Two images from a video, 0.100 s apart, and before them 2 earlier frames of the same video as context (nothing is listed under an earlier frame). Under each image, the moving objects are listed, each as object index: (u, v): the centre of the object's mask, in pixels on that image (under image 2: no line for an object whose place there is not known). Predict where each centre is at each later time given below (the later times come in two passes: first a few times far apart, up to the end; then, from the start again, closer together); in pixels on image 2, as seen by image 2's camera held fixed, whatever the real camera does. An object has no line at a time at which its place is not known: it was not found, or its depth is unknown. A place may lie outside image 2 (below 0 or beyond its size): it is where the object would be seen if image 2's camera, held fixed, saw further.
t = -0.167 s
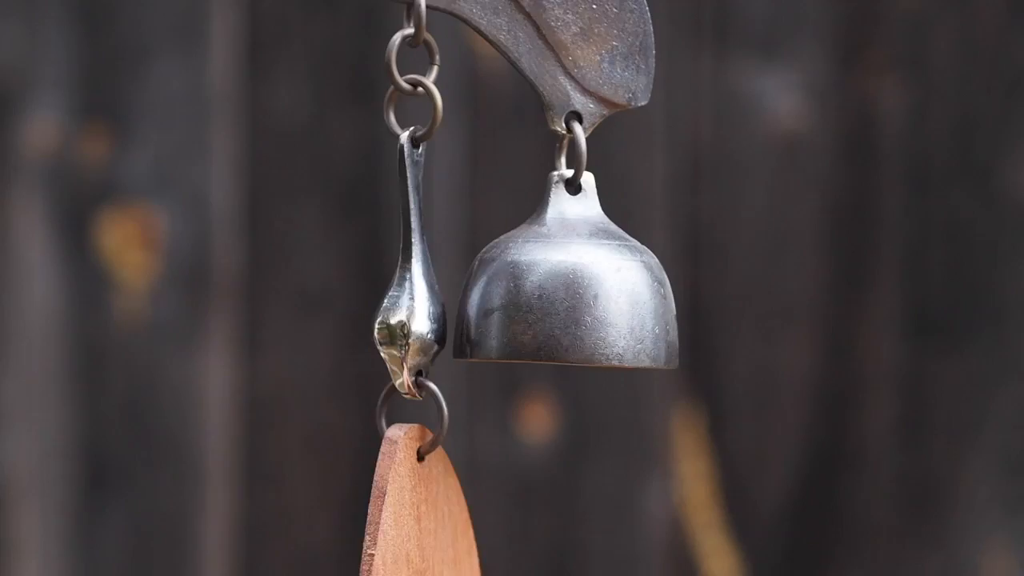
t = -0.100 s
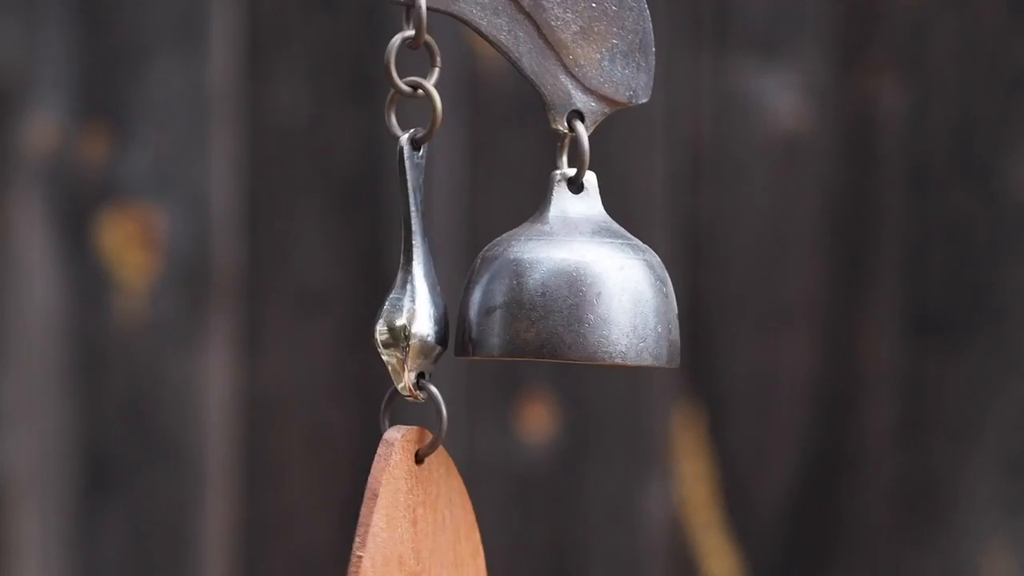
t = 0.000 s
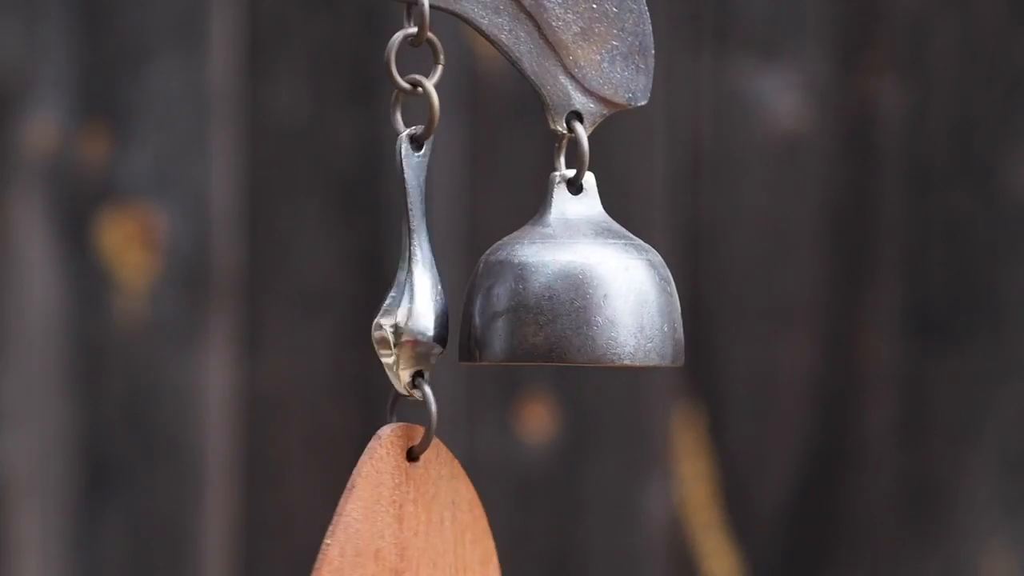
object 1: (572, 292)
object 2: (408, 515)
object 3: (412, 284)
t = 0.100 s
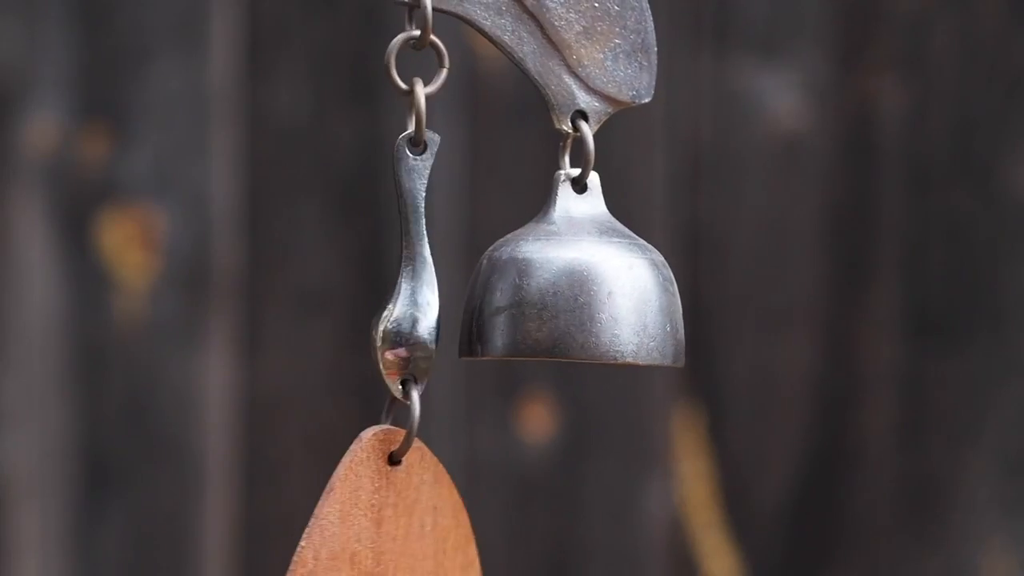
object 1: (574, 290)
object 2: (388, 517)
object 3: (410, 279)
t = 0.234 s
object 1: (573, 291)
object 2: (348, 517)
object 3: (383, 280)
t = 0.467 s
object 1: (549, 291)
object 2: (377, 515)
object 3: (395, 275)
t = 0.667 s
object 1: (555, 291)
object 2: (402, 516)
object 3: (384, 277)
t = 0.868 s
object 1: (570, 292)
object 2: (404, 517)
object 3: (408, 276)
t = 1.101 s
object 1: (587, 290)
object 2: (352, 517)
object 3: (388, 278)
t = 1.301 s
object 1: (563, 290)
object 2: (386, 517)
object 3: (398, 279)
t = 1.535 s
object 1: (551, 290)
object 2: (407, 516)
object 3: (386, 280)
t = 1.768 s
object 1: (563, 289)
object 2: (414, 517)
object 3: (411, 278)
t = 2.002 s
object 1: (587, 291)
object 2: (413, 518)
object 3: (416, 278)
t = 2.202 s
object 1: (580, 291)
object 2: (425, 518)
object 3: (430, 278)
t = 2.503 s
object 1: (557, 291)
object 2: (412, 517)
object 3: (403, 279)
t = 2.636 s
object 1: (554, 291)
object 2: (406, 517)
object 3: (396, 278)
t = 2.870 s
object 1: (564, 291)
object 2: (415, 518)
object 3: (407, 279)
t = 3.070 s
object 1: (580, 290)
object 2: (394, 519)
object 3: (401, 280)
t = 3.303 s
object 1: (579, 289)
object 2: (385, 518)
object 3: (394, 281)
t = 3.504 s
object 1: (556, 291)
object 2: (427, 516)
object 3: (413, 275)
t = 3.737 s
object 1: (565, 292)
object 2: (390, 516)
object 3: (386, 277)
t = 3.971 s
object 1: (569, 291)
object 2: (396, 518)
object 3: (406, 281)
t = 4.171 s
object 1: (574, 290)
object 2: (388, 518)
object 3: (398, 281)
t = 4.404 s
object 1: (570, 291)
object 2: (379, 517)
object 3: (385, 278)
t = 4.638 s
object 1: (555, 290)
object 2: (407, 517)
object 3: (401, 277)
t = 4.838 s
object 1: (559, 291)
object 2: (422, 516)
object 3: (403, 276)
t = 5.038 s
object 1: (575, 291)
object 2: (412, 516)
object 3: (422, 280)
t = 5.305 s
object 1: (584, 290)
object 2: (449, 516)
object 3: (429, 278)
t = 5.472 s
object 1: (578, 291)
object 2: (454, 515)
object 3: (434, 275)
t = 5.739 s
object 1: (572, 290)
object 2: (384, 518)
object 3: (387, 279)
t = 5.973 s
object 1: (552, 291)
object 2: (412, 516)
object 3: (405, 273)
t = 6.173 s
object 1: (560, 291)
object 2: (419, 515)
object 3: (399, 281)
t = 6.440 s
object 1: (581, 291)
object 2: (421, 514)
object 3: (419, 286)
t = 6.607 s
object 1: (586, 291)
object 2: (458, 515)
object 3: (431, 288)
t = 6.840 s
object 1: (581, 290)
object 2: (420, 516)
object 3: (416, 288)
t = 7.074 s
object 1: (563, 291)
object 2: (400, 516)
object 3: (399, 282)
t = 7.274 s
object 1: (552, 291)
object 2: (421, 515)
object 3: (403, 281)
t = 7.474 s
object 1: (560, 291)
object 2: (407, 515)
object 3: (402, 283)
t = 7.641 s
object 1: (575, 291)
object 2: (408, 515)
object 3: (411, 284)
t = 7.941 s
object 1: (584, 290)
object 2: (460, 516)
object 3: (436, 285)
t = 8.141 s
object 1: (580, 291)
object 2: (427, 517)
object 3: (419, 287)
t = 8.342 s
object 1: (567, 291)
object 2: (395, 516)
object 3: (399, 282)
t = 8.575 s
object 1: (553, 291)
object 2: (419, 515)
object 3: (402, 280)
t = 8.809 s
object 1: (563, 291)
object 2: (407, 515)
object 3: (402, 282)
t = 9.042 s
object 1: (584, 289)
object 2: (402, 517)
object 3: (418, 284)
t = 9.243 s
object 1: (588, 289)
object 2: (371, 517)
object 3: (402, 280)
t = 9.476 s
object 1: (556, 292)
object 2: (401, 515)
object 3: (401, 274)
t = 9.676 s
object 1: (555, 292)
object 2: (416, 514)
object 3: (389, 275)
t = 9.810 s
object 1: (558, 291)
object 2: (375, 513)
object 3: (398, 275)
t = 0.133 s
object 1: (576, 289)
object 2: (381, 518)
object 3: (406, 281)
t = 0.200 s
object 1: (576, 291)
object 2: (360, 518)
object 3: (392, 281)
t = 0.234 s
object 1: (573, 291)
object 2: (348, 517)
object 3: (383, 280)
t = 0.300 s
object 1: (572, 291)
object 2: (338, 516)
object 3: (373, 278)
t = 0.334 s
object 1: (570, 290)
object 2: (341, 516)
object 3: (373, 277)
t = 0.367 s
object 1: (567, 291)
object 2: (347, 516)
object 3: (377, 275)
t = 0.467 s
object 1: (549, 291)
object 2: (377, 515)
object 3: (395, 275)
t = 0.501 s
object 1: (549, 290)
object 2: (393, 516)
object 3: (404, 274)
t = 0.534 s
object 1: (550, 291)
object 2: (402, 516)
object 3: (401, 274)
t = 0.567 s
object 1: (552, 292)
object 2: (405, 515)
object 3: (396, 273)
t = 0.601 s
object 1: (554, 292)
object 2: (407, 515)
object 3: (393, 273)
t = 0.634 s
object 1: (554, 292)
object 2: (405, 515)
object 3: (387, 274)
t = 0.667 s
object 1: (555, 291)
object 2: (402, 516)
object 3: (384, 277)
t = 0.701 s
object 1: (557, 290)
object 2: (396, 516)
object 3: (386, 278)
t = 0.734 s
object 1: (559, 289)
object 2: (395, 517)
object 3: (389, 279)
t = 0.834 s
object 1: (568, 292)
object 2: (403, 517)
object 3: (405, 278)
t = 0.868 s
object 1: (570, 292)
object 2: (404, 517)
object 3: (408, 276)
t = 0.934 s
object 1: (579, 291)
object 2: (398, 517)
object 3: (420, 278)
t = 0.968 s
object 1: (581, 290)
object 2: (390, 518)
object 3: (421, 281)
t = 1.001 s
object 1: (583, 289)
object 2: (382, 519)
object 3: (417, 283)
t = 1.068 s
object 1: (585, 289)
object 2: (360, 518)
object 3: (398, 282)
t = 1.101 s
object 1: (587, 290)
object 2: (352, 517)
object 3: (388, 278)
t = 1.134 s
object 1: (586, 291)
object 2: (347, 517)
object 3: (379, 277)
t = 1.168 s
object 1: (585, 291)
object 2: (347, 517)
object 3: (377, 277)
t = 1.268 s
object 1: (571, 290)
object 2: (373, 518)
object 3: (389, 279)
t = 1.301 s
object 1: (563, 290)
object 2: (386, 517)
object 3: (398, 279)
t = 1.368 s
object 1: (550, 291)
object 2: (414, 515)
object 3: (406, 273)
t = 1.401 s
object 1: (549, 292)
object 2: (418, 514)
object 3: (402, 273)
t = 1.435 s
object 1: (549, 292)
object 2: (414, 514)
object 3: (395, 276)
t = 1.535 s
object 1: (551, 290)
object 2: (407, 516)
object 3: (386, 280)
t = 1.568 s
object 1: (552, 290)
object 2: (405, 516)
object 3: (387, 281)
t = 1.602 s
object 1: (554, 290)
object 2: (408, 516)
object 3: (389, 280)
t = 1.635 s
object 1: (555, 292)
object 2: (409, 515)
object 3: (393, 277)
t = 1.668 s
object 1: (557, 292)
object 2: (408, 515)
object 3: (398, 275)
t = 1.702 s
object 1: (558, 292)
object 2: (412, 515)
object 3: (402, 274)
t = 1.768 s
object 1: (563, 289)
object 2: (414, 517)
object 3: (411, 278)
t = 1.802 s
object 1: (567, 289)
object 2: (417, 518)
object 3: (414, 279)
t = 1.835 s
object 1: (572, 289)
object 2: (418, 518)
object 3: (418, 279)
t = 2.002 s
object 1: (587, 291)
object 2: (413, 518)
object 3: (416, 278)
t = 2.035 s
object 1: (586, 291)
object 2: (415, 518)
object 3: (418, 277)
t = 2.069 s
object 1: (587, 291)
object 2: (417, 518)
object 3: (425, 277)
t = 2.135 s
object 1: (584, 289)
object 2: (424, 519)
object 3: (430, 280)
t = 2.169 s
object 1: (582, 289)
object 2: (424, 519)
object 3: (430, 279)
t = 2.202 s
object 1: (580, 291)
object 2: (425, 518)
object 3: (430, 278)
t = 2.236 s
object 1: (577, 292)
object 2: (425, 518)
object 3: (427, 277)
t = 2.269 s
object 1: (575, 292)
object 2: (424, 518)
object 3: (424, 275)
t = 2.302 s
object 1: (572, 292)
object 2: (422, 517)
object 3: (419, 275)
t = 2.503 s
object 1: (557, 291)
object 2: (412, 517)
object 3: (403, 279)
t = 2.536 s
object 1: (557, 291)
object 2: (412, 517)
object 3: (402, 279)
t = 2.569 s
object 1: (556, 291)
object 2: (411, 517)
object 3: (400, 279)
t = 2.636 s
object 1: (554, 291)
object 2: (406, 517)
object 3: (396, 278)
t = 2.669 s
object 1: (555, 291)
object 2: (405, 517)
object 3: (395, 278)
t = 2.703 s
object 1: (555, 290)
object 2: (405, 517)
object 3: (395, 278)
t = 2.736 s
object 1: (556, 291)
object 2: (407, 517)
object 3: (396, 278)
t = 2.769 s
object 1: (558, 291)
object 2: (409, 517)
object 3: (398, 278)
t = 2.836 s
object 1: (562, 292)
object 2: (414, 517)
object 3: (405, 278)
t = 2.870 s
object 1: (564, 291)
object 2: (415, 518)
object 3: (407, 279)
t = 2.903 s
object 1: (567, 290)
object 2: (414, 518)
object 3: (407, 280)
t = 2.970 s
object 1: (572, 289)
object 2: (405, 519)
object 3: (406, 280)
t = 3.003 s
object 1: (574, 290)
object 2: (401, 519)
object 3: (404, 280)
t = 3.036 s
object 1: (577, 290)
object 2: (397, 518)
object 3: (403, 280)
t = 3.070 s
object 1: (580, 290)
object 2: (394, 519)
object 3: (401, 280)
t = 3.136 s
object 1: (583, 290)
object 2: (386, 519)
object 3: (399, 281)
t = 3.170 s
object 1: (584, 290)
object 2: (383, 519)
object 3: (399, 281)
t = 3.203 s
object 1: (583, 290)
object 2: (380, 519)
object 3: (398, 282)
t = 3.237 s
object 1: (582, 289)
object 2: (379, 519)
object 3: (396, 282)
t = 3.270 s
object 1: (582, 289)
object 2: (381, 519)
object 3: (395, 282)
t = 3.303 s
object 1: (579, 289)
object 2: (385, 518)
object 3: (394, 281)
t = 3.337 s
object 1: (574, 291)
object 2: (390, 517)
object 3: (394, 279)
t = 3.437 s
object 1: (561, 291)
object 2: (421, 516)
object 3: (407, 276)
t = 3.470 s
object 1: (557, 291)
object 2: (429, 516)
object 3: (413, 275)
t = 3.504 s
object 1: (556, 291)
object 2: (427, 516)
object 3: (413, 275)
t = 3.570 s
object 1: (557, 290)
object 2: (413, 517)
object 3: (399, 281)
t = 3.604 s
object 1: (559, 290)
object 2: (403, 518)
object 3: (392, 282)
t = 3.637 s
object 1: (561, 290)
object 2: (397, 518)
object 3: (385, 281)
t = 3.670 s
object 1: (563, 290)
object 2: (392, 517)
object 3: (382, 281)
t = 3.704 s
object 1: (565, 291)
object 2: (390, 517)
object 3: (383, 279)
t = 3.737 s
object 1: (565, 292)
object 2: (390, 516)
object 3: (386, 277)
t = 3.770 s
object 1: (564, 292)
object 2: (392, 515)
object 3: (392, 276)
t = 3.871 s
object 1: (562, 289)
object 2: (398, 518)
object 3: (410, 279)
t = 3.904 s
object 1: (564, 288)
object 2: (398, 518)
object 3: (411, 280)
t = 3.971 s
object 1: (569, 291)
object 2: (396, 518)
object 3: (406, 281)
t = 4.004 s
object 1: (572, 291)
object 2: (394, 517)
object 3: (400, 279)
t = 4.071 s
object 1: (576, 291)
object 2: (390, 517)
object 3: (391, 277)
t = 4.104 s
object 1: (576, 291)
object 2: (388, 517)
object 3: (391, 278)
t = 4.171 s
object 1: (574, 290)
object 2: (388, 518)
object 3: (398, 281)
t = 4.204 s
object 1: (573, 289)
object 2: (389, 519)
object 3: (400, 282)
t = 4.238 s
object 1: (572, 289)
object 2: (391, 519)
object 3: (402, 282)
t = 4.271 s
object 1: (572, 289)
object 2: (391, 519)
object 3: (401, 282)
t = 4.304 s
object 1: (571, 290)
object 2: (388, 519)
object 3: (397, 281)
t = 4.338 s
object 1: (571, 290)
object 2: (384, 519)
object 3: (392, 280)
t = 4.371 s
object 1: (571, 290)
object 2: (382, 518)
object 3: (387, 279)
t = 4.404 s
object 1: (570, 291)
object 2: (379, 517)
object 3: (385, 278)
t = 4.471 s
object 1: (565, 292)
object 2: (376, 516)
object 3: (388, 275)
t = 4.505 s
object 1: (561, 291)
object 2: (378, 516)
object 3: (391, 275)
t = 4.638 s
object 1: (555, 290)
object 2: (407, 517)
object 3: (401, 277)
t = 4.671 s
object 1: (555, 291)
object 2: (413, 517)
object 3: (402, 277)
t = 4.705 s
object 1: (555, 291)
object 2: (418, 517)
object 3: (402, 277)
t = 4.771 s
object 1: (558, 291)
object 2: (425, 516)
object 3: (402, 275)
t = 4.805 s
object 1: (559, 291)
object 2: (424, 516)
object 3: (402, 275)
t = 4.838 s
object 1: (559, 291)
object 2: (422, 516)
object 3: (403, 276)
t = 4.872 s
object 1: (560, 291)
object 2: (418, 516)
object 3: (406, 276)
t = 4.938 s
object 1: (565, 291)
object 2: (411, 516)
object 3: (414, 278)
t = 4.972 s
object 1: (569, 291)
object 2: (410, 516)
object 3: (418, 278)
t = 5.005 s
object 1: (572, 291)
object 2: (410, 516)
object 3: (421, 279)
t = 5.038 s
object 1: (575, 291)
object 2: (412, 516)
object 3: (422, 280)
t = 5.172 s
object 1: (583, 290)
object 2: (436, 516)
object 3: (419, 278)
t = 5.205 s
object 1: (584, 291)
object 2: (441, 516)
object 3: (420, 277)
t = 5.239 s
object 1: (585, 291)
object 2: (445, 516)
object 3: (423, 278)
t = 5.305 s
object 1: (584, 290)
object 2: (449, 516)
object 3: (429, 278)
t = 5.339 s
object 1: (584, 291)
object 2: (452, 516)
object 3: (434, 280)
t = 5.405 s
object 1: (582, 291)
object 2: (459, 516)
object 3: (437, 279)
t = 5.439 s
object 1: (580, 291)
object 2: (458, 515)
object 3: (437, 277)
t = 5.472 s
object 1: (578, 291)
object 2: (454, 515)
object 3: (434, 275)
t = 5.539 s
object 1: (573, 291)
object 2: (439, 516)
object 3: (428, 274)
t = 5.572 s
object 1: (573, 290)
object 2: (432, 518)
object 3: (424, 277)
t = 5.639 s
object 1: (574, 290)
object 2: (413, 518)
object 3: (411, 282)
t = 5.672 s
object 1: (574, 290)
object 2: (403, 518)
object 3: (403, 283)
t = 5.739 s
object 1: (572, 290)
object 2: (384, 518)
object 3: (387, 279)
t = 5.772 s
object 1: (570, 290)
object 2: (379, 517)
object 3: (382, 279)
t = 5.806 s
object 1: (568, 290)
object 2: (377, 517)
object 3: (380, 277)
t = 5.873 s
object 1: (561, 291)
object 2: (386, 516)
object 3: (385, 275)
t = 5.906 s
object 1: (558, 291)
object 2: (392, 516)
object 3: (392, 274)
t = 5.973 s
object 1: (552, 291)
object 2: (412, 516)
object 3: (405, 273)
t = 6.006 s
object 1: (551, 292)
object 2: (420, 516)
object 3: (408, 273)
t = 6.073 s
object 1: (553, 292)
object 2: (425, 515)
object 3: (404, 277)
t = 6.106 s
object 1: (555, 291)
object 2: (425, 515)
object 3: (403, 279)
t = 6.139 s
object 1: (557, 291)
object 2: (424, 516)
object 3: (400, 280)
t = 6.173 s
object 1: (560, 291)
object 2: (419, 515)
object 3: (399, 281)
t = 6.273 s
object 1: (570, 291)
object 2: (404, 515)
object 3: (405, 281)
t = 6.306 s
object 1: (572, 291)
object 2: (399, 514)
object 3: (408, 282)
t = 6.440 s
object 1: (581, 291)
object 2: (421, 514)
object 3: (419, 286)
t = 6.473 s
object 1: (583, 291)
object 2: (430, 514)
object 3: (422, 286)
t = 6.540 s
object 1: (585, 291)
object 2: (448, 515)
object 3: (427, 286)
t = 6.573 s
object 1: (586, 291)
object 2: (455, 515)
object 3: (429, 287)
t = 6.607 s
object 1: (586, 291)
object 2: (458, 515)
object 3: (431, 288)
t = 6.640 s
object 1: (585, 291)
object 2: (458, 515)
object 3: (434, 289)
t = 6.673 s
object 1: (585, 291)
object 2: (456, 515)
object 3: (435, 288)
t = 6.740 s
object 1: (584, 291)
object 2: (444, 515)
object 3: (429, 285)
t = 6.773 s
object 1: (583, 291)
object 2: (436, 516)
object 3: (425, 288)
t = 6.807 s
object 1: (582, 290)
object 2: (428, 516)
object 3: (420, 287)
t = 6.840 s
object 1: (581, 290)
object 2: (420, 516)
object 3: (416, 288)
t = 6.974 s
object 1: (573, 291)
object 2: (399, 516)
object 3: (403, 284)
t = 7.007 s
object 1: (570, 291)
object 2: (398, 516)
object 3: (402, 285)
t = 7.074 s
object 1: (563, 291)
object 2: (400, 516)
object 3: (399, 282)
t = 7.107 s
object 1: (560, 291)
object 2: (403, 515)
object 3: (399, 280)
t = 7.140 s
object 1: (557, 292)
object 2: (407, 514)
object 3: (399, 279)
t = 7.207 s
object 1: (553, 291)
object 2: (416, 515)
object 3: (401, 280)
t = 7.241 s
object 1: (552, 291)
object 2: (419, 515)
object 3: (402, 281)
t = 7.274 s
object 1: (552, 291)
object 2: (421, 515)
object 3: (403, 281)
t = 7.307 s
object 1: (552, 291)
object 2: (422, 515)
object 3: (403, 280)
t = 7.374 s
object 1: (554, 292)
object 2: (419, 514)
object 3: (402, 280)
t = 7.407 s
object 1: (555, 292)
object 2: (415, 514)
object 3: (402, 281)
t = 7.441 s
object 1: (557, 291)
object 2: (411, 514)
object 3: (402, 282)
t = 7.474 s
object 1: (560, 291)
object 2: (407, 515)
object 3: (402, 283)
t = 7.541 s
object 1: (566, 291)
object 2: (403, 515)
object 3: (404, 283)
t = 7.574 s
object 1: (569, 291)
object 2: (403, 515)
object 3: (406, 284)
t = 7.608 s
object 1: (572, 291)
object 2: (404, 515)
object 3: (408, 284)
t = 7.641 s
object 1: (575, 291)
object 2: (408, 515)
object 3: (411, 284)
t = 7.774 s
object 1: (582, 291)
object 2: (436, 515)
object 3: (424, 283)
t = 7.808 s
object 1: (583, 291)
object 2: (444, 515)
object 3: (427, 283)
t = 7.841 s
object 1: (583, 291)
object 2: (450, 515)
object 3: (430, 283)
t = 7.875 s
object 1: (583, 291)
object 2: (455, 516)
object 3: (433, 284)
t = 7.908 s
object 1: (584, 290)
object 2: (459, 516)
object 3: (435, 285)
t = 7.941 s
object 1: (584, 290)
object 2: (460, 516)
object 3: (436, 285)
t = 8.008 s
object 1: (583, 291)
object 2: (455, 515)
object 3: (435, 284)
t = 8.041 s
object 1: (582, 291)
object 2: (450, 516)
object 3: (432, 283)
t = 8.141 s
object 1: (580, 291)
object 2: (427, 517)
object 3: (419, 287)
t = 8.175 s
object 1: (579, 291)
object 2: (418, 516)
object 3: (414, 286)
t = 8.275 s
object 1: (573, 291)
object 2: (399, 515)
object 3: (403, 284)
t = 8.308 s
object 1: (570, 291)
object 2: (396, 515)
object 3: (400, 282)
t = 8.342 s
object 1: (567, 291)
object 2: (395, 516)
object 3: (399, 282)
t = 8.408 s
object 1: (561, 291)
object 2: (398, 515)
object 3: (398, 280)
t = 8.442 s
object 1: (558, 291)
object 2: (402, 514)
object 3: (398, 279)
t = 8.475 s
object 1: (556, 292)
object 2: (407, 514)
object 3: (399, 278)
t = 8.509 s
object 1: (554, 291)
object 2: (411, 514)
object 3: (400, 279)
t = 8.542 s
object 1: (553, 291)
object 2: (416, 514)
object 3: (401, 279)
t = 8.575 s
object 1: (553, 291)
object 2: (419, 515)
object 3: (402, 280)
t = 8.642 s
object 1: (553, 291)
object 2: (421, 514)
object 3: (403, 279)
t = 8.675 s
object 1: (554, 292)
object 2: (420, 514)
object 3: (403, 279)
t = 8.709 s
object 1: (556, 292)
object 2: (418, 514)
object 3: (403, 279)
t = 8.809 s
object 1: (563, 291)
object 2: (407, 515)
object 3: (402, 282)
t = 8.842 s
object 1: (566, 291)
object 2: (405, 515)
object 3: (403, 282)
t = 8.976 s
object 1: (580, 291)
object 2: (407, 516)
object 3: (413, 283)
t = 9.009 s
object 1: (581, 291)
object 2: (404, 517)
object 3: (416, 285)
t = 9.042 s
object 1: (584, 289)
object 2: (402, 517)
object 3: (418, 284)
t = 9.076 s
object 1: (586, 289)
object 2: (399, 517)
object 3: (418, 281)
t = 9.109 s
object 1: (587, 290)
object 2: (394, 517)
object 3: (417, 280)
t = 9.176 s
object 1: (589, 290)
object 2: (383, 517)
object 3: (409, 279)
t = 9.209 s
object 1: (588, 289)
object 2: (376, 517)
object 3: (405, 280)
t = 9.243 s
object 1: (588, 289)
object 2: (371, 517)
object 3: (402, 280)
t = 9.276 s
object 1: (586, 289)
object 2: (370, 517)
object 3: (398, 281)
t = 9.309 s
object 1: (583, 289)
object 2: (369, 517)
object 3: (395, 281)
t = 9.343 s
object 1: (579, 289)
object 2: (370, 517)
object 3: (393, 280)
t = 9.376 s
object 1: (573, 291)
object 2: (374, 516)
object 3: (392, 277)
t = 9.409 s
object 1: (567, 292)
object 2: (382, 515)
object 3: (394, 274)
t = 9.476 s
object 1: (556, 292)
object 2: (401, 515)
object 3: (401, 274)
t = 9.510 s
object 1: (552, 291)
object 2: (413, 516)
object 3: (405, 275)
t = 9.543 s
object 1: (551, 291)
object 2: (421, 516)
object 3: (401, 274)
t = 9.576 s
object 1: (552, 291)
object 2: (424, 514)
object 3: (396, 272)
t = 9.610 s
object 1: (553, 292)
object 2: (424, 514)
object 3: (393, 272)
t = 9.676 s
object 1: (555, 292)
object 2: (416, 514)
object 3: (389, 275)
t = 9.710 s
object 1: (556, 291)
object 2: (408, 515)
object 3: (391, 275)
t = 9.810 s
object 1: (558, 291)
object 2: (375, 513)
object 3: (398, 275)
